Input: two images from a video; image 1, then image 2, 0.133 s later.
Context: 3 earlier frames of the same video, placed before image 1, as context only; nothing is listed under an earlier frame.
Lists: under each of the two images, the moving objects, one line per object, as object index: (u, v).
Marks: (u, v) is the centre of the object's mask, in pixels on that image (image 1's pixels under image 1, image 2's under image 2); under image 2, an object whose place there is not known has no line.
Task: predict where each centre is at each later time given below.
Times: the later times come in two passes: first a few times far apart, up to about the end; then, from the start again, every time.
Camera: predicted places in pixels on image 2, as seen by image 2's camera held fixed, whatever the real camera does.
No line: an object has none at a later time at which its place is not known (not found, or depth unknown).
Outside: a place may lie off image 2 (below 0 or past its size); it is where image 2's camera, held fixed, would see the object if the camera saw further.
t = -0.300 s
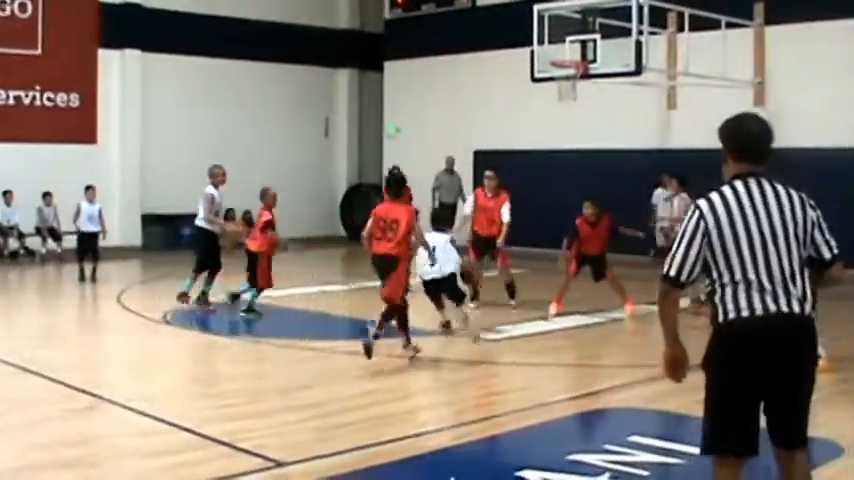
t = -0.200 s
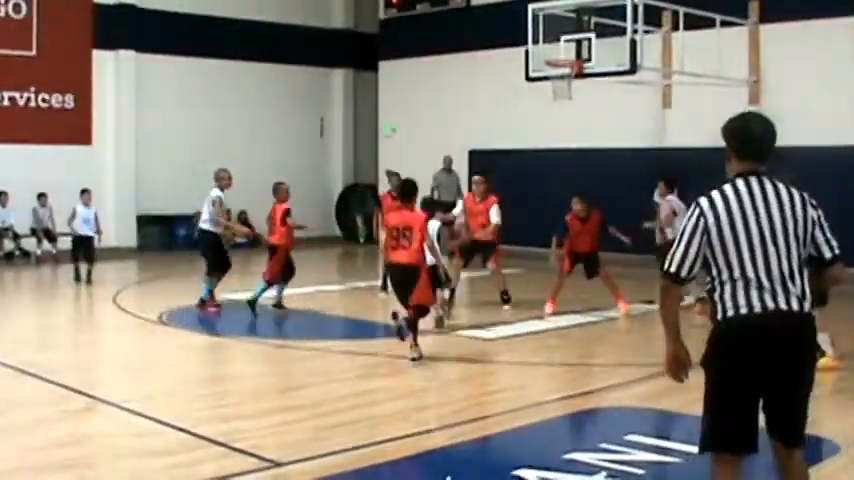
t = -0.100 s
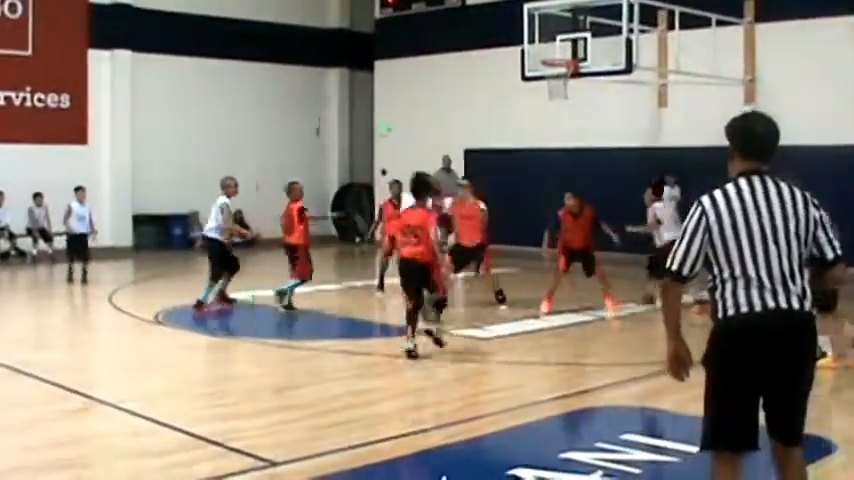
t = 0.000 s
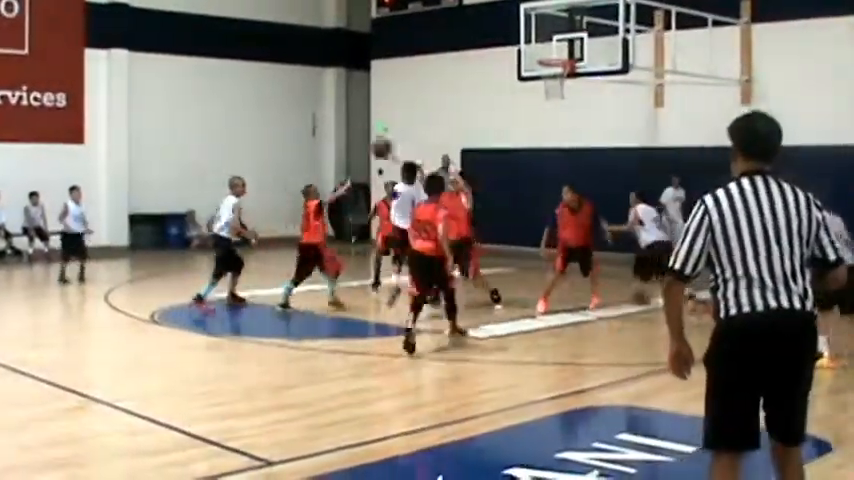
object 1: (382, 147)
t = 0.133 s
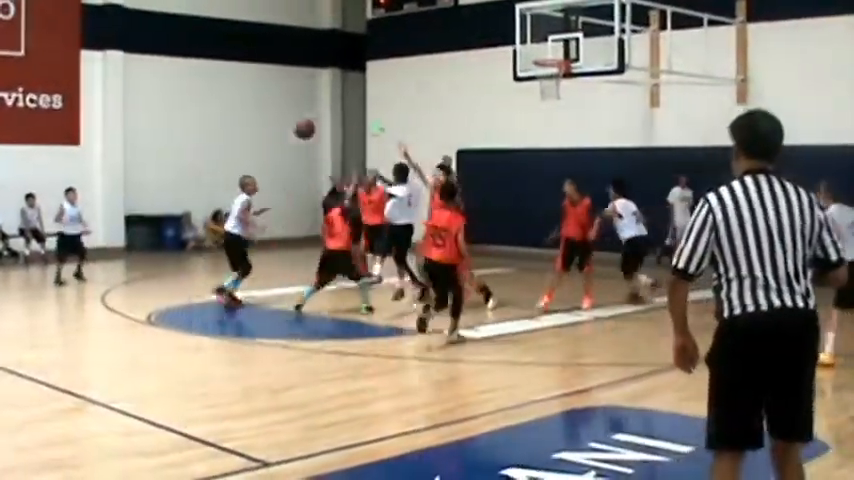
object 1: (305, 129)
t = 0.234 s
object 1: (255, 125)
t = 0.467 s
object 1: (169, 147)
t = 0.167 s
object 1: (287, 127)
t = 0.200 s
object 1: (271, 126)
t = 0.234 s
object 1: (255, 125)
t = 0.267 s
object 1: (240, 125)
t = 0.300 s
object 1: (225, 128)
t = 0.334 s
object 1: (212, 129)
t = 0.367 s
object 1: (199, 133)
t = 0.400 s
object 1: (189, 136)
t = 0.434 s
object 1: (179, 141)
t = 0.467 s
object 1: (169, 147)
